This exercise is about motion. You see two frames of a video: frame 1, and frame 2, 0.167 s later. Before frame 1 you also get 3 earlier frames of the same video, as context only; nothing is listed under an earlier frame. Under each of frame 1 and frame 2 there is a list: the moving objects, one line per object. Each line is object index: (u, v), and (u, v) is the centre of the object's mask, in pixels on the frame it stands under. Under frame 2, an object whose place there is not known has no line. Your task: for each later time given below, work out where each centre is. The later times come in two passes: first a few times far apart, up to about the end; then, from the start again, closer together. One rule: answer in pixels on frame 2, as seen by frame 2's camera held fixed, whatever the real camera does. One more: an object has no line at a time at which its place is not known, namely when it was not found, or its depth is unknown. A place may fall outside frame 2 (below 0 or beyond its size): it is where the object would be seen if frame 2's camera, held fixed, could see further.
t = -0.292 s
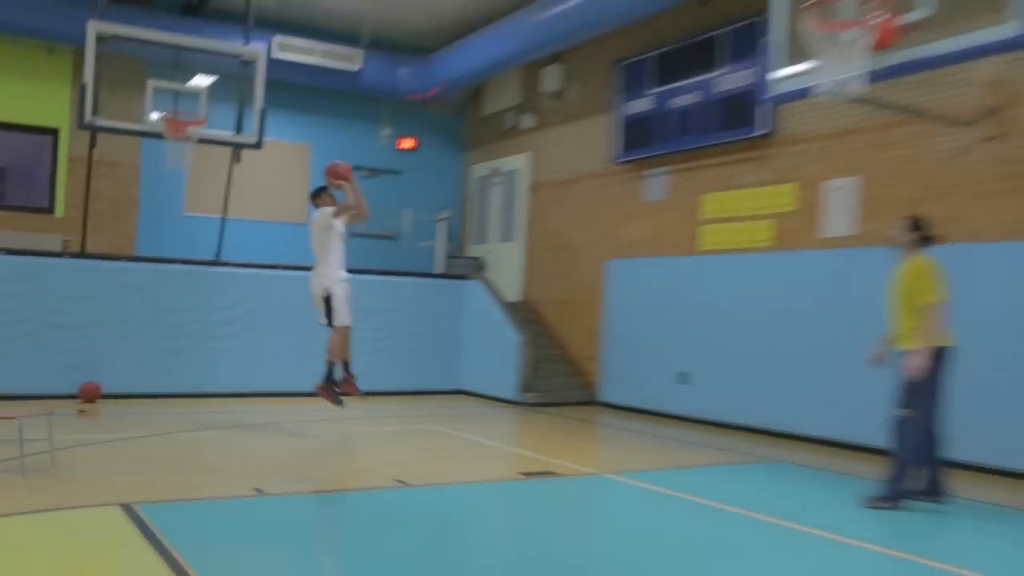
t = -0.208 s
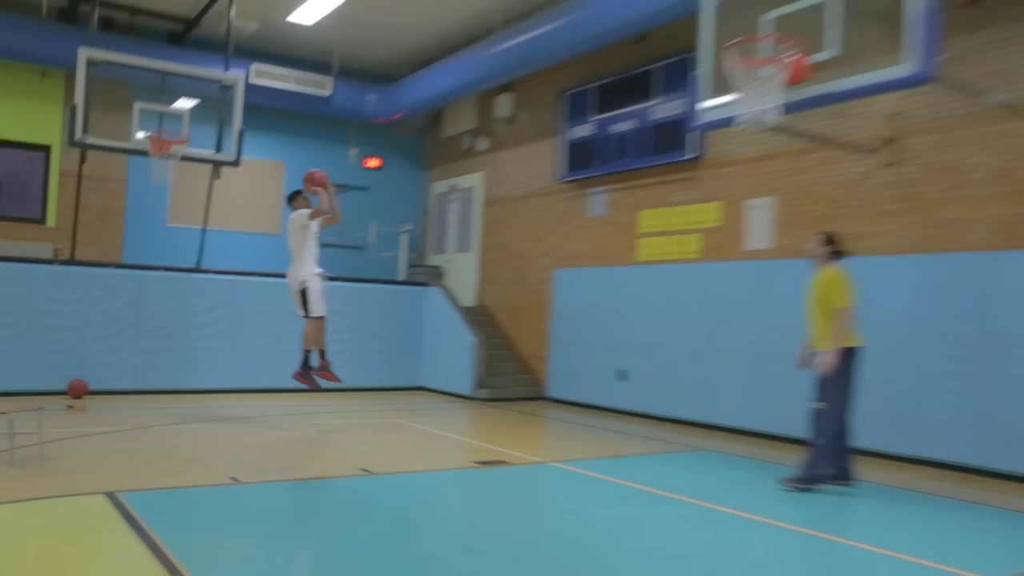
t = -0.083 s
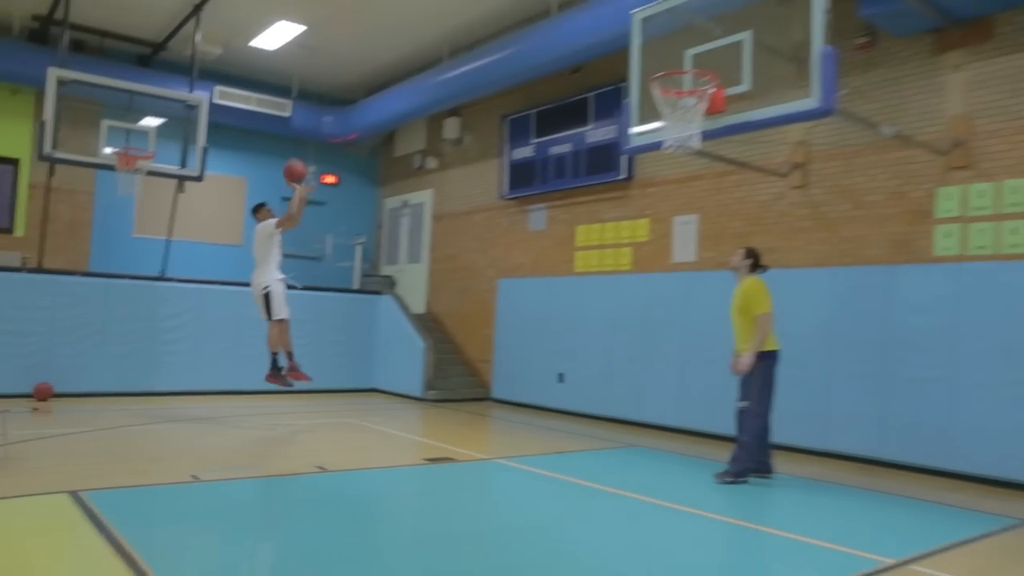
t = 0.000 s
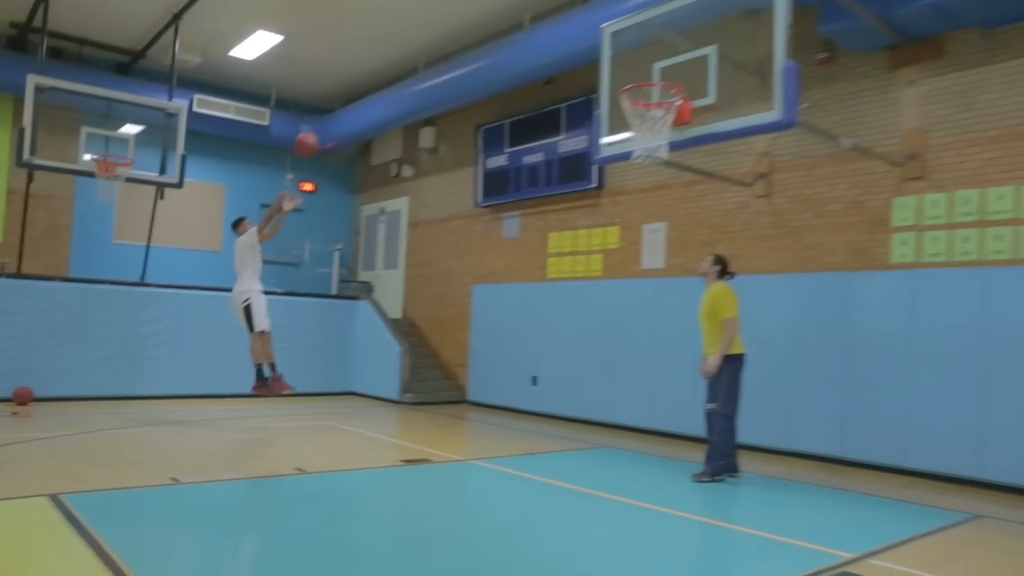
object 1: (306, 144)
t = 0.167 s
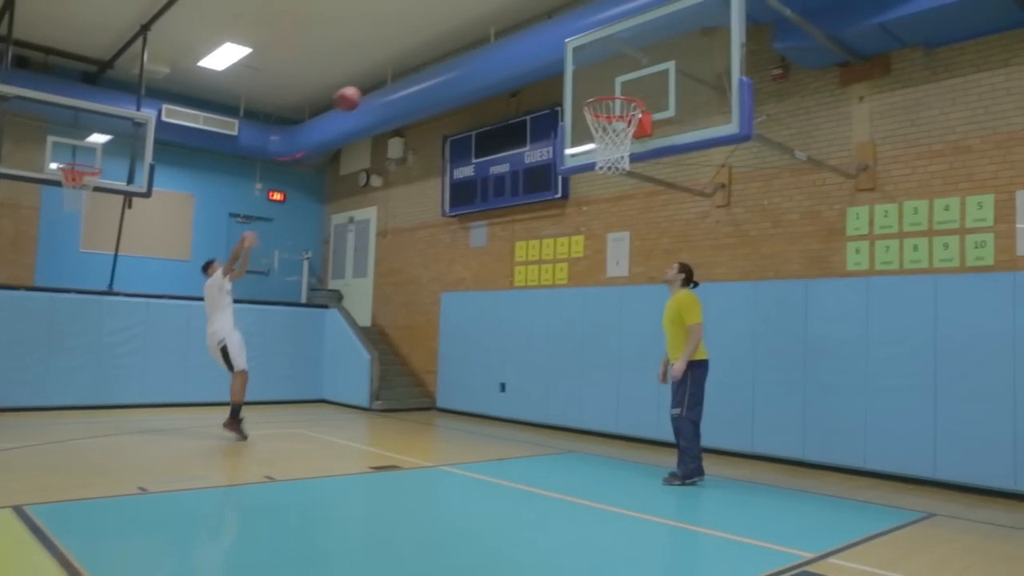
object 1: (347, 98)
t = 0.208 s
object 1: (367, 88)
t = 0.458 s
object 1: (484, 57)
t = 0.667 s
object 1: (597, 80)
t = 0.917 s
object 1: (615, 134)
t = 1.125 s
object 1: (597, 177)
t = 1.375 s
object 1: (569, 316)
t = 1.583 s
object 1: (543, 498)
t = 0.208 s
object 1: (367, 88)
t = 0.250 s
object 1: (385, 79)
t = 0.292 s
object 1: (404, 72)
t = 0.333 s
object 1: (424, 66)
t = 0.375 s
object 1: (443, 61)
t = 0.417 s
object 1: (463, 58)
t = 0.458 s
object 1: (484, 57)
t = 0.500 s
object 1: (505, 58)
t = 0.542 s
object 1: (527, 61)
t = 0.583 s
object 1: (550, 64)
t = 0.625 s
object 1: (573, 72)
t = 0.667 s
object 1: (597, 80)
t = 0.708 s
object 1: (601, 85)
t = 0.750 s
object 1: (605, 88)
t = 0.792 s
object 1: (608, 93)
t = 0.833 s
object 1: (615, 113)
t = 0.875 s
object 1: (617, 127)
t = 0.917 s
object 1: (615, 134)
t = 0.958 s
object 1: (614, 138)
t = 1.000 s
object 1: (609, 144)
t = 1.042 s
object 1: (605, 152)
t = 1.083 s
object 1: (601, 164)
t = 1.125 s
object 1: (597, 177)
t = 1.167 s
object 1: (593, 193)
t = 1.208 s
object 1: (589, 212)
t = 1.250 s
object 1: (583, 233)
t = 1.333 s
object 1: (575, 284)
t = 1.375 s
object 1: (569, 316)
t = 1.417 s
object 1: (564, 350)
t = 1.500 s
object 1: (554, 429)
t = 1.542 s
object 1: (548, 472)
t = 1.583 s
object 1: (543, 498)
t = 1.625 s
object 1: (540, 466)
